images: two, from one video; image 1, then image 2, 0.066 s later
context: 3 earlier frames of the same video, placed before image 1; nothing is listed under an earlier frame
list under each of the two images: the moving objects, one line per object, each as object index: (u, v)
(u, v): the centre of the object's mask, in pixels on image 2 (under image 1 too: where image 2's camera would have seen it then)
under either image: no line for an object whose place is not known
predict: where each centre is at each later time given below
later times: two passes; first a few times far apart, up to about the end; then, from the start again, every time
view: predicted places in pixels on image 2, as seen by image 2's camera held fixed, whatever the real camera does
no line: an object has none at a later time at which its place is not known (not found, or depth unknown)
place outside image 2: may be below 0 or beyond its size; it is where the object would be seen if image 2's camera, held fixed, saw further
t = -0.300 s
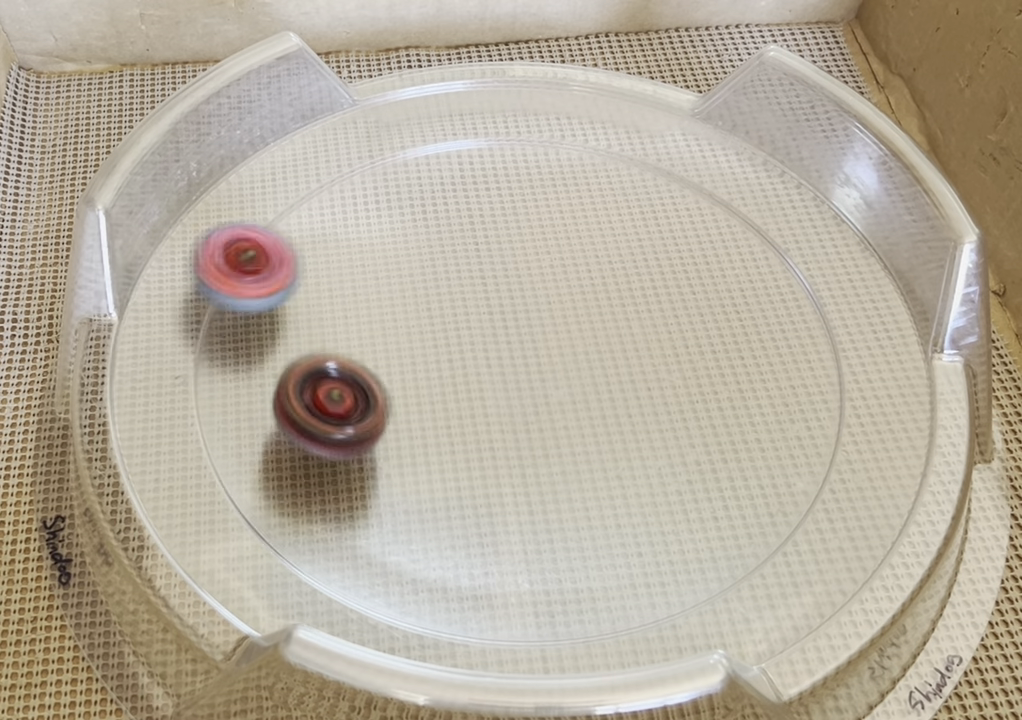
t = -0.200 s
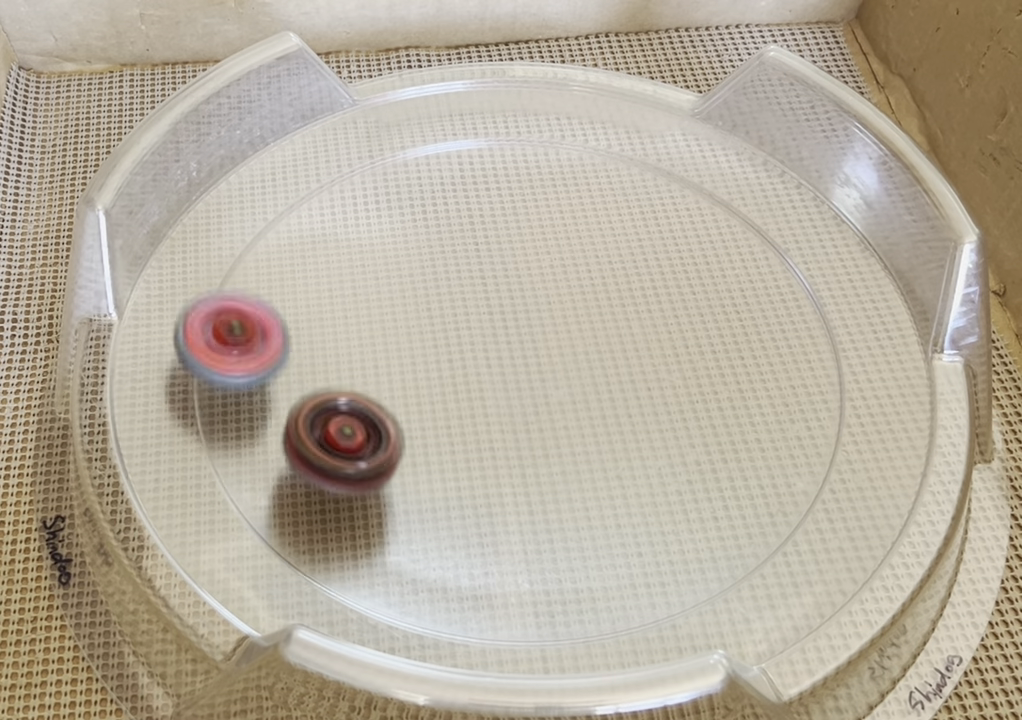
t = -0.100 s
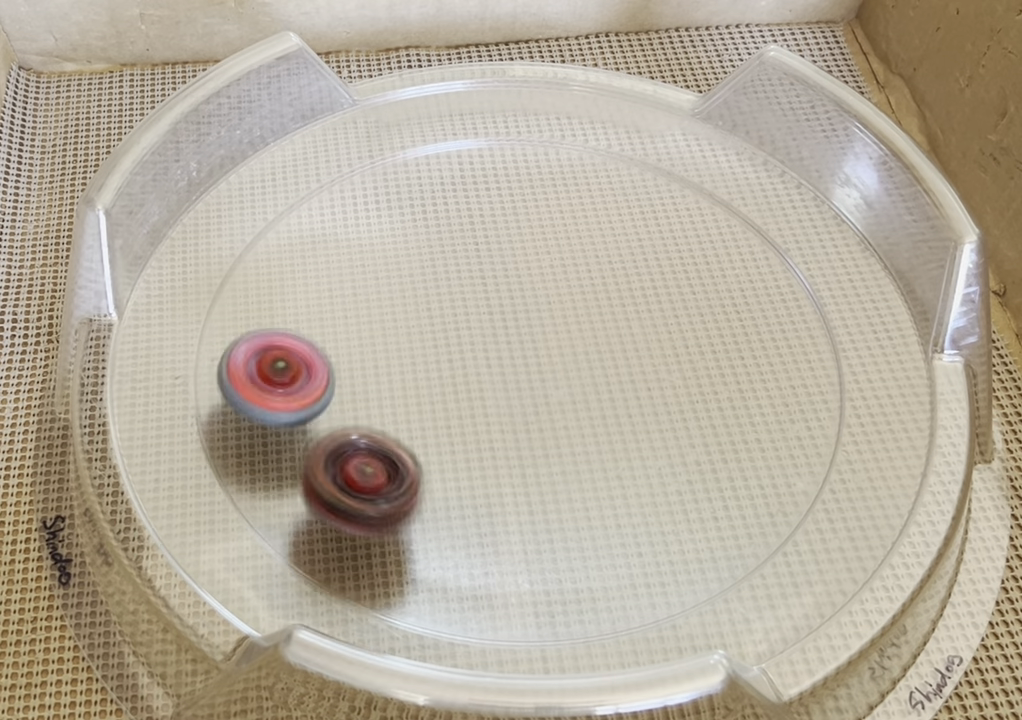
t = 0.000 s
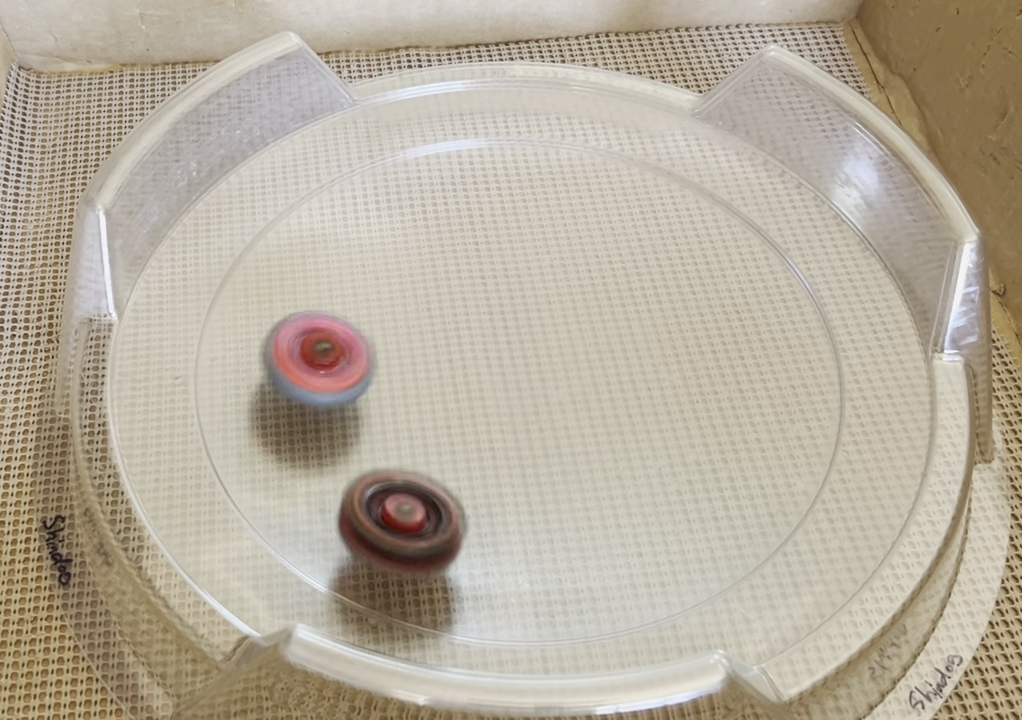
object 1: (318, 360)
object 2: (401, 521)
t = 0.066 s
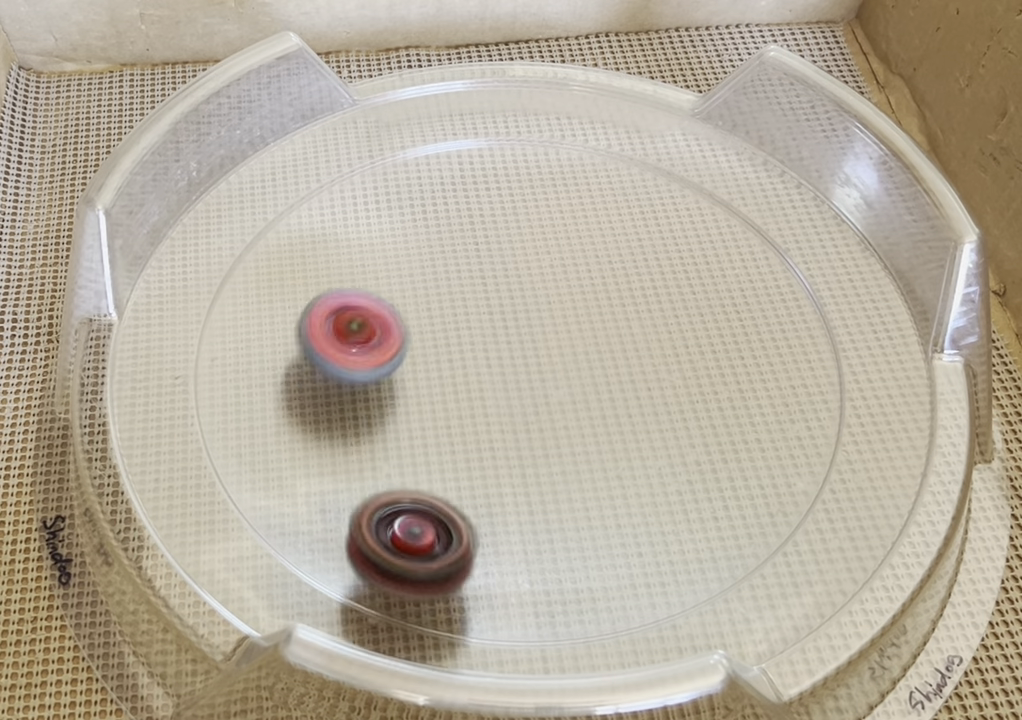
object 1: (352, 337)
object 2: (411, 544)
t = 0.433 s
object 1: (349, 206)
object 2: (515, 574)
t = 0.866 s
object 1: (629, 246)
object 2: (652, 443)
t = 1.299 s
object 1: (501, 295)
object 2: (744, 313)
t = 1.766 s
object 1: (820, 365)
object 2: (624, 242)
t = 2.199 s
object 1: (393, 432)
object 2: (467, 199)
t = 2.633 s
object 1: (581, 476)
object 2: (373, 256)
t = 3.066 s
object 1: (329, 216)
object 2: (240, 383)
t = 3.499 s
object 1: (495, 373)
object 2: (311, 449)
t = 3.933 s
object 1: (611, 153)
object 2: (552, 480)
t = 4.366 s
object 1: (532, 444)
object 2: (697, 451)
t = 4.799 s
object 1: (724, 416)
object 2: (701, 308)
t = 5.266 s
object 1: (421, 527)
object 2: (587, 206)
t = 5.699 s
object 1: (388, 334)
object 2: (430, 217)
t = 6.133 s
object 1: (401, 424)
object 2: (353, 268)
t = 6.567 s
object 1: (584, 218)
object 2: (443, 404)
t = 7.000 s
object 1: (475, 381)
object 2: (489, 495)
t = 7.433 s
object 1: (595, 292)
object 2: (522, 462)
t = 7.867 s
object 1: (525, 462)
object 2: (624, 327)
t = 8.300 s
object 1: (456, 322)
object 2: (627, 276)
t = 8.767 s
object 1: (536, 397)
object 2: (455, 290)
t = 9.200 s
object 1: (508, 193)
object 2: (280, 335)
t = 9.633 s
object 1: (588, 364)
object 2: (287, 416)
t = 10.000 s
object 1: (668, 329)
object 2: (475, 445)
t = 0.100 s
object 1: (366, 323)
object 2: (419, 554)
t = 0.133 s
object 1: (378, 306)
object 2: (428, 564)
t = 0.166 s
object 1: (387, 288)
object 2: (436, 571)
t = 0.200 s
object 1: (391, 269)
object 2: (445, 578)
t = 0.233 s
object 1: (391, 251)
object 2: (454, 582)
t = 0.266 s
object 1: (387, 235)
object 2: (463, 585)
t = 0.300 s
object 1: (380, 222)
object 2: (473, 586)
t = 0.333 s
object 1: (370, 212)
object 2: (482, 585)
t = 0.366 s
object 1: (360, 206)
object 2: (493, 584)
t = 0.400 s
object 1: (353, 205)
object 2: (504, 578)
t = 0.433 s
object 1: (349, 206)
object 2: (515, 574)
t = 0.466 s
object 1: (348, 211)
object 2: (527, 568)
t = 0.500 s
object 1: (350, 223)
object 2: (541, 561)
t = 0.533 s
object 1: (357, 241)
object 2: (554, 554)
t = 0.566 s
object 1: (371, 260)
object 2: (567, 546)
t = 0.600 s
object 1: (394, 278)
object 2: (577, 537)
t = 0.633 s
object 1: (424, 292)
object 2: (585, 527)
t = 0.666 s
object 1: (456, 302)
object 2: (594, 516)
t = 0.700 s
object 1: (491, 305)
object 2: (603, 504)
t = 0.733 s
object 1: (526, 303)
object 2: (612, 493)
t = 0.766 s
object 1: (560, 295)
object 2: (622, 480)
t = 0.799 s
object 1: (589, 282)
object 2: (631, 468)
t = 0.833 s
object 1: (612, 265)
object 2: (642, 455)
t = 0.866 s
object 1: (629, 246)
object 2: (652, 443)
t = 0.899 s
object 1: (641, 226)
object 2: (662, 431)
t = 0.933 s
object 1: (645, 205)
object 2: (673, 420)
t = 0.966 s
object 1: (643, 185)
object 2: (684, 408)
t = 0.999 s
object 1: (638, 171)
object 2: (693, 397)
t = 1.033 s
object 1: (629, 160)
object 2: (703, 387)
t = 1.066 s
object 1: (613, 154)
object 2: (712, 376)
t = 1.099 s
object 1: (592, 155)
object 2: (720, 366)
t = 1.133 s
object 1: (569, 163)
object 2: (728, 356)
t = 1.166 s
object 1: (547, 181)
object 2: (734, 347)
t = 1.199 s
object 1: (527, 204)
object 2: (738, 338)
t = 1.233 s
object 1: (512, 232)
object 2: (742, 329)
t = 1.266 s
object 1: (503, 264)
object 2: (744, 320)
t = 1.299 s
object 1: (501, 295)
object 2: (744, 313)
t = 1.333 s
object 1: (508, 327)
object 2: (743, 306)
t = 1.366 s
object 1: (521, 358)
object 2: (740, 299)
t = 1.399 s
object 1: (540, 385)
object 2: (736, 293)
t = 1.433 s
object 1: (566, 409)
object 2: (731, 288)
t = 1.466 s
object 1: (596, 428)
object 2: (724, 282)
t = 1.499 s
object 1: (632, 443)
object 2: (716, 277)
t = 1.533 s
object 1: (668, 452)
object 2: (706, 273)
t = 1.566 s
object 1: (706, 454)
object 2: (697, 269)
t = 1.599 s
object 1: (743, 449)
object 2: (685, 264)
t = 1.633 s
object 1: (776, 441)
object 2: (674, 260)
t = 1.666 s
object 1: (804, 429)
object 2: (663, 255)
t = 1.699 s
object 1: (823, 412)
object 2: (649, 251)
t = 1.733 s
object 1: (830, 391)
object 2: (637, 246)
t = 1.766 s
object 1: (820, 365)
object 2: (624, 242)
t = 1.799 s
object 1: (799, 344)
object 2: (611, 237)
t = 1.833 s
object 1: (770, 330)
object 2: (598, 232)
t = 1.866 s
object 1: (735, 320)
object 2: (584, 228)
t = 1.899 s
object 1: (695, 313)
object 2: (571, 225)
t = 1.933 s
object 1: (657, 312)
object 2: (558, 220)
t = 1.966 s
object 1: (614, 315)
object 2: (546, 217)
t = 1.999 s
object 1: (573, 323)
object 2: (534, 213)
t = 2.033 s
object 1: (535, 335)
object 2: (522, 210)
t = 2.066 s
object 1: (499, 350)
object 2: (511, 206)
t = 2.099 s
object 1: (467, 366)
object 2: (500, 204)
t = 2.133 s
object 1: (438, 387)
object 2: (488, 201)
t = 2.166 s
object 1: (413, 408)
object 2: (477, 199)
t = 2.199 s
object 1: (393, 432)
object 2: (467, 199)
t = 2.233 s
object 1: (378, 457)
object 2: (458, 198)
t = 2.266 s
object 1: (370, 483)
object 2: (448, 198)
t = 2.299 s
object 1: (370, 509)
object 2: (440, 199)
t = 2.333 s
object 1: (375, 535)
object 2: (432, 201)
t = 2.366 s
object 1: (386, 559)
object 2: (424, 204)
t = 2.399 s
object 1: (406, 579)
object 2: (417, 208)
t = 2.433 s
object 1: (446, 585)
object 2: (410, 213)
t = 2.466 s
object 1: (486, 584)
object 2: (403, 218)
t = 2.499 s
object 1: (518, 574)
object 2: (397, 224)
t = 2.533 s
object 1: (543, 557)
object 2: (391, 231)
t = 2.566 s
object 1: (563, 533)
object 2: (385, 240)
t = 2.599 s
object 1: (576, 506)
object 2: (379, 247)
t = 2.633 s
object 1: (581, 476)
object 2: (373, 256)
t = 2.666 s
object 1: (576, 447)
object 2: (368, 265)
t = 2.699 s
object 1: (564, 415)
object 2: (363, 275)
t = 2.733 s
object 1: (546, 387)
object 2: (357, 284)
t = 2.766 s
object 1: (524, 361)
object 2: (352, 294)
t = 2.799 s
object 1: (499, 338)
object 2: (347, 303)
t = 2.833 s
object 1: (471, 318)
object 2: (342, 313)
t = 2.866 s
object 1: (441, 300)
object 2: (336, 323)
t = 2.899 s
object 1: (433, 278)
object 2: (312, 340)
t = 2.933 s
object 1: (421, 259)
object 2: (294, 351)
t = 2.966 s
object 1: (402, 243)
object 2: (279, 359)
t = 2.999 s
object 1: (379, 231)
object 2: (265, 365)
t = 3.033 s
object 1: (354, 221)
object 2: (252, 374)
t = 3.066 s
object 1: (329, 216)
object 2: (240, 383)
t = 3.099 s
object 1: (306, 215)
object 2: (229, 391)
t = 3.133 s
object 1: (285, 219)
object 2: (220, 399)
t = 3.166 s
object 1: (268, 228)
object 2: (214, 403)
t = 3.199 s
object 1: (257, 243)
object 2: (222, 404)
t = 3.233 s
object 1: (255, 265)
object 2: (230, 405)
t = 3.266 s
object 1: (266, 287)
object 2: (237, 408)
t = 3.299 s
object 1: (286, 311)
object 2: (243, 414)
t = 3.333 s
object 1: (312, 334)
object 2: (250, 418)
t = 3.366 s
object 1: (343, 353)
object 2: (259, 425)
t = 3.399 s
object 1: (379, 367)
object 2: (271, 432)
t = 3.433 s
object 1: (418, 374)
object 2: (284, 439)
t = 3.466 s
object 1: (456, 376)
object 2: (297, 445)
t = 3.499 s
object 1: (495, 373)
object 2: (311, 449)
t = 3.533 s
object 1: (530, 365)
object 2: (325, 452)
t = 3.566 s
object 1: (563, 353)
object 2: (341, 455)
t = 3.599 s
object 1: (594, 337)
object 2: (359, 457)
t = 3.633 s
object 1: (620, 319)
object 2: (378, 460)
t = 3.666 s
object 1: (640, 298)
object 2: (397, 462)
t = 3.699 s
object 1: (655, 275)
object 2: (417, 465)
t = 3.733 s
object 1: (665, 252)
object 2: (437, 468)
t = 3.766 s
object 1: (669, 228)
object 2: (456, 470)
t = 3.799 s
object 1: (668, 207)
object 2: (477, 473)
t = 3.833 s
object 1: (662, 187)
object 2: (495, 475)
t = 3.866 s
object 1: (651, 171)
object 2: (515, 477)
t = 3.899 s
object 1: (634, 158)
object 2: (534, 479)
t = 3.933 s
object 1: (611, 153)
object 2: (552, 480)
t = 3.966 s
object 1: (586, 154)
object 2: (570, 481)
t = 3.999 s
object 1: (560, 163)
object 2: (587, 482)
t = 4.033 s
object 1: (538, 179)
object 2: (604, 483)
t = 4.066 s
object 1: (515, 200)
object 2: (619, 482)
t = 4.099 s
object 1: (496, 224)
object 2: (634, 482)
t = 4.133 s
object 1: (482, 252)
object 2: (646, 480)
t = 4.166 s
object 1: (473, 281)
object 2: (658, 479)
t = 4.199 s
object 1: (471, 309)
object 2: (668, 476)
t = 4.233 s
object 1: (473, 339)
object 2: (676, 472)
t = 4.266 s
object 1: (480, 368)
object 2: (683, 468)
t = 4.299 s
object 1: (493, 396)
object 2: (690, 463)
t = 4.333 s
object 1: (511, 421)
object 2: (693, 457)
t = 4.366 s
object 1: (532, 444)
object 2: (697, 451)
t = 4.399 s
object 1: (557, 463)
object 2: (698, 444)
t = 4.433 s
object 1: (586, 481)
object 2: (701, 436)
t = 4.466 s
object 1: (608, 494)
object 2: (707, 426)
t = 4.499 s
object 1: (637, 503)
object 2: (712, 416)
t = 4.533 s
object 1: (667, 507)
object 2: (714, 406)
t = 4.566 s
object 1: (696, 506)
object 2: (717, 396)
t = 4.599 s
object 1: (723, 502)
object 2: (718, 384)
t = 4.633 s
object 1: (746, 492)
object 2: (718, 373)
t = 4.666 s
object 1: (759, 476)
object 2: (718, 363)
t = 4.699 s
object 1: (762, 457)
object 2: (716, 352)
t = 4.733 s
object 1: (754, 435)
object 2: (715, 342)
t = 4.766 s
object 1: (741, 422)
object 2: (709, 326)
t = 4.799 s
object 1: (724, 416)
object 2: (701, 308)
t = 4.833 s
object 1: (698, 412)
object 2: (693, 298)
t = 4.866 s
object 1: (669, 409)
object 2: (688, 288)
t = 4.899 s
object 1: (638, 408)
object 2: (683, 279)
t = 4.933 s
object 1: (606, 411)
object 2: (678, 270)
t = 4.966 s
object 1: (576, 415)
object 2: (672, 262)
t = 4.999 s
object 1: (546, 423)
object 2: (665, 254)
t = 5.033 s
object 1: (517, 433)
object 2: (657, 245)
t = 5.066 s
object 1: (491, 444)
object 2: (648, 237)
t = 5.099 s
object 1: (467, 457)
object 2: (639, 230)
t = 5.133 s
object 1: (448, 471)
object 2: (628, 224)
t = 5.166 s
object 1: (433, 485)
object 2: (618, 219)
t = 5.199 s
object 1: (423, 500)
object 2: (609, 214)
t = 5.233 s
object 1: (419, 514)
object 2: (598, 210)
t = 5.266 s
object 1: (421, 527)
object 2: (587, 206)
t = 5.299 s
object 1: (429, 535)
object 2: (576, 204)
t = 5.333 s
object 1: (441, 538)
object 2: (564, 201)
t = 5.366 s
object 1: (456, 534)
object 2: (552, 199)
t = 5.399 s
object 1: (471, 523)
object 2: (540, 198)
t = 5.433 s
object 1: (481, 507)
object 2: (527, 197)
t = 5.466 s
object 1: (486, 486)
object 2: (514, 197)
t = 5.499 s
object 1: (486, 464)
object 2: (502, 199)
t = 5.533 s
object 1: (479, 438)
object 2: (490, 200)
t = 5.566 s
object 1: (467, 413)
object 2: (478, 203)
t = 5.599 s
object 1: (451, 390)
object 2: (466, 205)
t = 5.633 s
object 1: (432, 370)
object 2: (454, 209)
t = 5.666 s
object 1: (410, 351)
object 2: (442, 212)
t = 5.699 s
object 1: (388, 334)
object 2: (430, 217)
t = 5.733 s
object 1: (365, 323)
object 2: (418, 221)
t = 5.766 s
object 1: (342, 315)
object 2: (406, 227)
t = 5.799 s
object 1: (321, 310)
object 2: (396, 233)
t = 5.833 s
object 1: (301, 309)
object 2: (386, 240)
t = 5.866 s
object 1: (285, 312)
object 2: (377, 247)
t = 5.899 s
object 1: (275, 319)
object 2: (368, 254)
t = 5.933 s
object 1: (272, 329)
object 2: (359, 262)
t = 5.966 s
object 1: (280, 341)
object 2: (351, 269)
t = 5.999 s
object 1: (296, 355)
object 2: (344, 275)
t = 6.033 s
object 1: (312, 383)
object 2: (345, 266)
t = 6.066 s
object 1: (338, 405)
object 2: (347, 263)
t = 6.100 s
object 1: (368, 419)
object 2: (349, 265)
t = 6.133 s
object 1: (401, 424)
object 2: (353, 268)
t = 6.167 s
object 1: (434, 426)
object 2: (359, 273)
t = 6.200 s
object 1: (468, 421)
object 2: (364, 280)
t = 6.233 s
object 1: (498, 412)
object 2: (372, 289)
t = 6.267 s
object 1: (526, 398)
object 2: (379, 297)
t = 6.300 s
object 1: (551, 381)
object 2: (387, 308)
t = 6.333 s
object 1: (571, 361)
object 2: (394, 319)
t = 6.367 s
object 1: (588, 339)
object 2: (402, 331)
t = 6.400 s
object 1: (600, 318)
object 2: (410, 344)
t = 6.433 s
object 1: (606, 296)
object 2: (417, 356)
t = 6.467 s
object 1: (608, 274)
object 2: (424, 368)
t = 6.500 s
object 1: (604, 254)
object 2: (431, 381)
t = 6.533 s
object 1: (596, 235)
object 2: (437, 392)
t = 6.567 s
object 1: (584, 218)
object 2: (443, 404)
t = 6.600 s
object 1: (568, 205)
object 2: (448, 416)
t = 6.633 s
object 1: (548, 196)
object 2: (454, 427)
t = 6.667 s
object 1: (525, 192)
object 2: (460, 438)
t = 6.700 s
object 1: (501, 195)
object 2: (464, 448)
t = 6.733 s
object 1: (479, 205)
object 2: (468, 458)
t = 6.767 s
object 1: (460, 220)
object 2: (472, 467)
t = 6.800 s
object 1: (446, 240)
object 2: (475, 475)
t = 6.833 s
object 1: (436, 263)
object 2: (477, 482)
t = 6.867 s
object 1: (433, 288)
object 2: (480, 488)
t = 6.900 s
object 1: (436, 313)
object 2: (482, 492)
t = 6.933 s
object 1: (444, 337)
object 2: (484, 494)
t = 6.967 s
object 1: (456, 360)
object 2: (486, 495)
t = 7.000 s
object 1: (475, 381)
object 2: (489, 495)
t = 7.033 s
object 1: (497, 399)
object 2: (491, 494)
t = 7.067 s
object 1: (520, 404)
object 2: (494, 505)
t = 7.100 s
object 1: (543, 403)
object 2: (497, 514)
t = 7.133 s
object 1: (567, 401)
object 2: (498, 516)
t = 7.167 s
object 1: (591, 399)
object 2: (498, 516)
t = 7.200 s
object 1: (614, 390)
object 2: (498, 514)
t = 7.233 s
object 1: (632, 377)
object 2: (499, 511)
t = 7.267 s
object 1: (644, 361)
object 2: (500, 506)
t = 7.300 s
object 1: (649, 345)
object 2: (502, 499)
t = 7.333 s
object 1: (647, 329)
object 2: (505, 492)
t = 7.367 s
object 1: (636, 313)
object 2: (510, 482)
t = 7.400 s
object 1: (619, 300)
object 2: (516, 473)
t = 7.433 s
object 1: (595, 292)
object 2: (522, 462)
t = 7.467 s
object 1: (569, 290)
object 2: (530, 451)
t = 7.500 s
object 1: (542, 293)
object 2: (538, 440)
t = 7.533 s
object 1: (518, 302)
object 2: (546, 429)
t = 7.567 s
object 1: (495, 315)
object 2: (555, 418)
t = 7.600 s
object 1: (478, 331)
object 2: (563, 407)
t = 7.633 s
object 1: (465, 349)
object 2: (571, 397)
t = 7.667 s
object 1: (457, 370)
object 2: (580, 386)
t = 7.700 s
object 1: (455, 390)
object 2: (588, 377)
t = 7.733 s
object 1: (459, 409)
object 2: (595, 366)
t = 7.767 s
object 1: (468, 427)
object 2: (603, 357)
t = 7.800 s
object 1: (482, 444)
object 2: (610, 347)
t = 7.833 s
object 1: (502, 455)
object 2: (617, 337)
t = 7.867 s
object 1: (525, 462)
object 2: (624, 327)
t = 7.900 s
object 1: (550, 463)
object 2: (629, 318)
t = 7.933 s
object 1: (572, 459)
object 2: (634, 310)
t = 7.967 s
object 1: (593, 448)
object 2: (639, 302)
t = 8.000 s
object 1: (605, 431)
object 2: (643, 296)
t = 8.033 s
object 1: (609, 411)
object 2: (646, 290)
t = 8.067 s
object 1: (606, 390)
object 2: (648, 284)
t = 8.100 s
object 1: (594, 371)
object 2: (649, 280)
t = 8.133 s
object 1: (579, 355)
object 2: (649, 277)
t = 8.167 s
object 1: (558, 341)
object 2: (647, 275)
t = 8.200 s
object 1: (534, 330)
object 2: (644, 274)
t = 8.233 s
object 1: (507, 324)
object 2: (640, 274)
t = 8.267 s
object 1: (481, 321)
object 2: (634, 275)
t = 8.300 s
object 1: (456, 322)
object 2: (627, 276)
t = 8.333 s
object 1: (434, 327)
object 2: (618, 277)
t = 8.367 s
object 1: (414, 334)
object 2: (608, 278)
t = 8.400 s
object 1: (397, 347)
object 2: (597, 280)
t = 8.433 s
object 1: (385, 361)
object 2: (586, 281)
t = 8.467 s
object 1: (379, 377)
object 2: (573, 283)
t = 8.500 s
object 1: (381, 394)
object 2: (561, 285)
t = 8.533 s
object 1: (391, 411)
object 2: (547, 286)
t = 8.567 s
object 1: (407, 424)
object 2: (533, 288)
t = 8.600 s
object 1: (428, 432)
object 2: (519, 288)
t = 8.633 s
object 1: (453, 436)
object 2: (505, 288)
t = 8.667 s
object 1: (478, 435)
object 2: (492, 289)
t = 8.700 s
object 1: (502, 426)
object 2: (480, 289)
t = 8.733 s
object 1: (521, 414)
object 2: (467, 290)
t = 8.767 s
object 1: (536, 397)
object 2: (455, 290)
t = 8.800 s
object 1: (545, 380)
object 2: (444, 290)
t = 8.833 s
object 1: (551, 360)
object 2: (434, 291)
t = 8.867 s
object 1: (550, 340)
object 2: (425, 292)
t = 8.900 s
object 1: (544, 321)
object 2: (417, 293)
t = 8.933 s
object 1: (535, 303)
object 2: (410, 294)
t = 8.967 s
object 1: (522, 289)
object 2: (403, 296)
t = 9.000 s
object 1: (505, 276)
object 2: (398, 298)
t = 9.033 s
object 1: (506, 261)
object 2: (377, 308)
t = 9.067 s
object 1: (520, 241)
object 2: (345, 320)
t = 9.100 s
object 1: (525, 226)
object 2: (321, 326)
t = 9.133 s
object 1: (523, 212)
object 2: (304, 330)
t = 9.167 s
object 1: (518, 201)
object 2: (291, 332)
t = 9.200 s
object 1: (508, 193)
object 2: (280, 335)
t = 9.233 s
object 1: (497, 192)
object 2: (270, 337)
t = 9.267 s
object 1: (485, 196)
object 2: (261, 340)
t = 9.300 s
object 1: (475, 206)
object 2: (254, 346)
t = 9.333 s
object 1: (469, 222)
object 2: (249, 353)
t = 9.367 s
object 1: (468, 241)
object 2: (245, 359)
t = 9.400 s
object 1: (473, 260)
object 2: (245, 365)
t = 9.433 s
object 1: (481, 279)
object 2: (246, 371)
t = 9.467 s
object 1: (494, 297)
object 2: (248, 377)
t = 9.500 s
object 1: (509, 314)
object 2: (251, 385)
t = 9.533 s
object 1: (525, 329)
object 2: (258, 392)
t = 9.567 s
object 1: (546, 343)
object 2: (266, 401)
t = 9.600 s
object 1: (566, 355)
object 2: (275, 409)
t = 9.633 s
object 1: (588, 364)
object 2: (287, 416)
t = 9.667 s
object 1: (612, 372)
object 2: (299, 421)
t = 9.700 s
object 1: (634, 376)
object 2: (313, 426)
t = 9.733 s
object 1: (658, 378)
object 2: (328, 430)
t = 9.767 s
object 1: (678, 378)
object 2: (344, 434)
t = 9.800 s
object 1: (696, 373)
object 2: (363, 437)
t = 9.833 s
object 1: (709, 366)
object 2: (380, 441)
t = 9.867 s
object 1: (715, 357)
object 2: (399, 444)
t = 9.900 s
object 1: (715, 346)
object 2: (418, 446)
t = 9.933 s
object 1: (706, 337)
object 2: (437, 446)
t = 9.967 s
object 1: (689, 331)
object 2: (457, 446)
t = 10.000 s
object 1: (668, 329)
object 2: (475, 445)
